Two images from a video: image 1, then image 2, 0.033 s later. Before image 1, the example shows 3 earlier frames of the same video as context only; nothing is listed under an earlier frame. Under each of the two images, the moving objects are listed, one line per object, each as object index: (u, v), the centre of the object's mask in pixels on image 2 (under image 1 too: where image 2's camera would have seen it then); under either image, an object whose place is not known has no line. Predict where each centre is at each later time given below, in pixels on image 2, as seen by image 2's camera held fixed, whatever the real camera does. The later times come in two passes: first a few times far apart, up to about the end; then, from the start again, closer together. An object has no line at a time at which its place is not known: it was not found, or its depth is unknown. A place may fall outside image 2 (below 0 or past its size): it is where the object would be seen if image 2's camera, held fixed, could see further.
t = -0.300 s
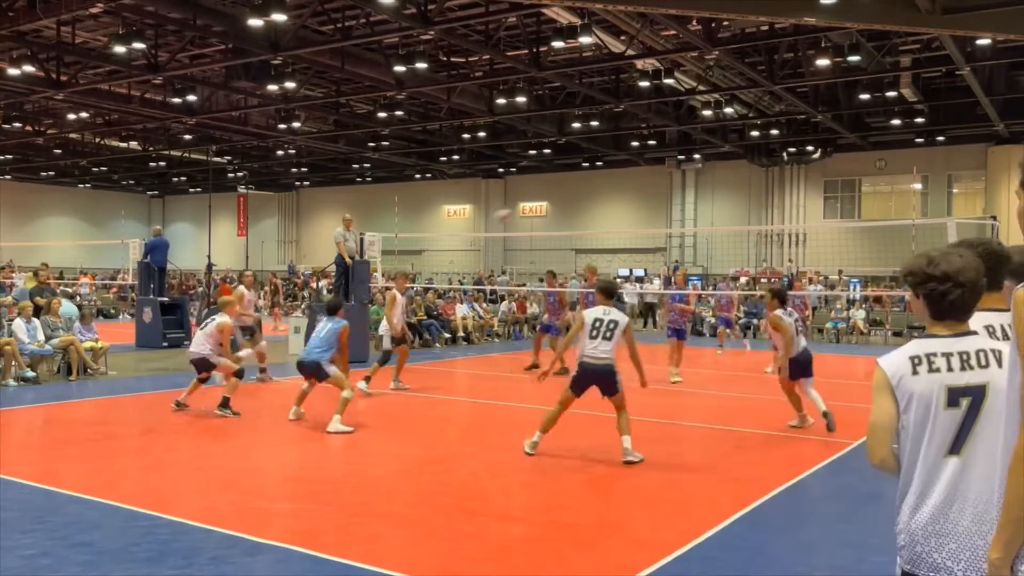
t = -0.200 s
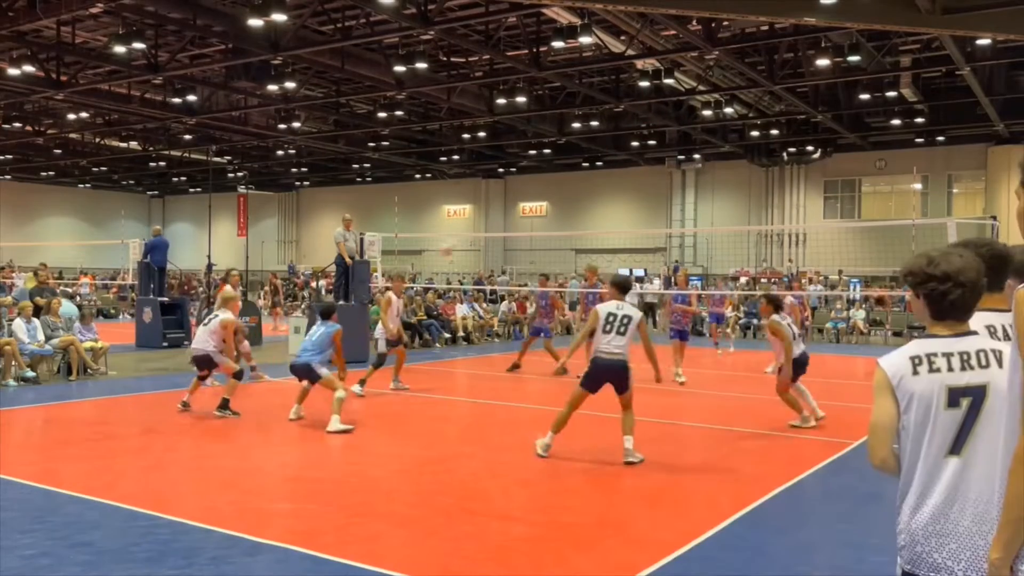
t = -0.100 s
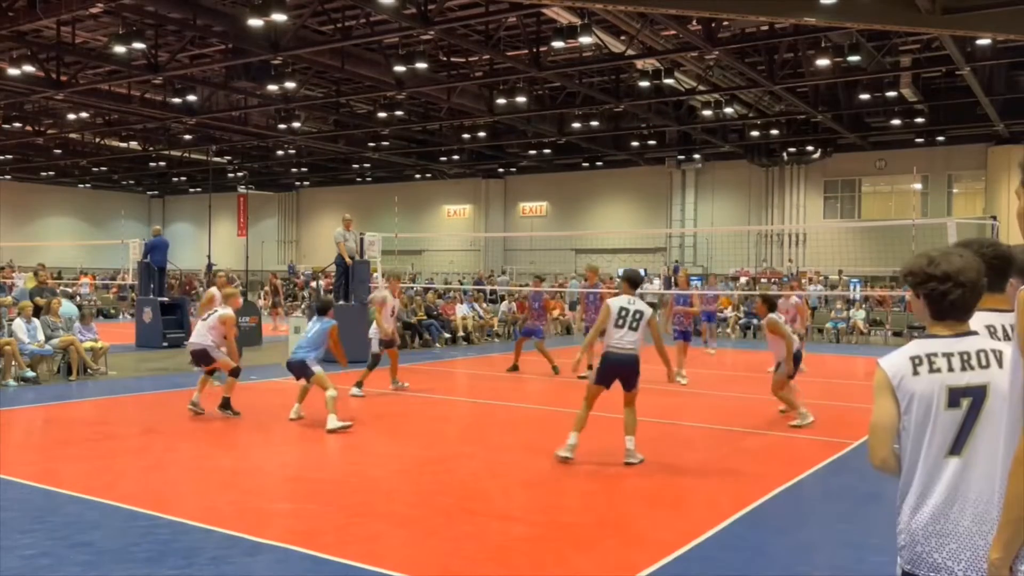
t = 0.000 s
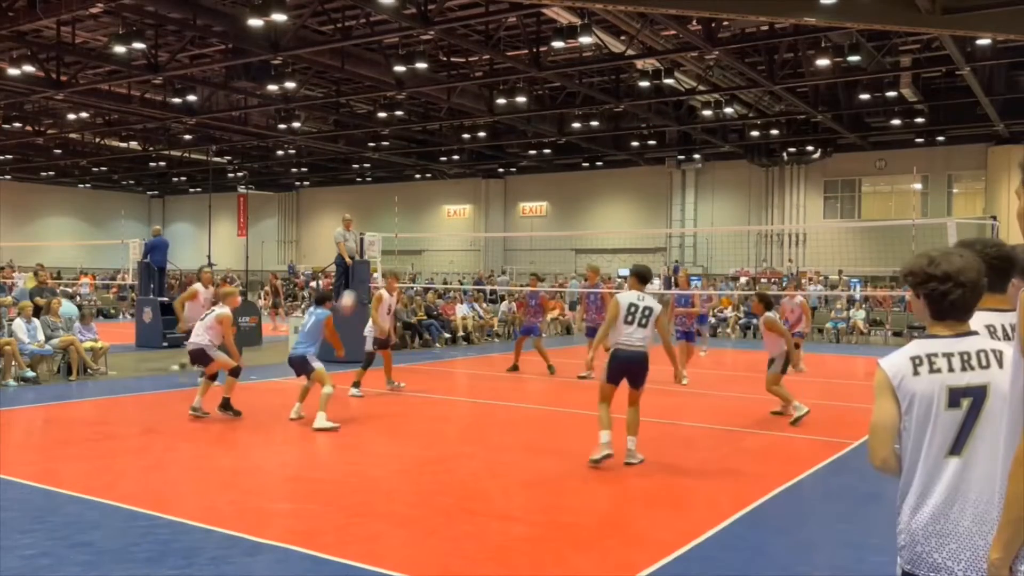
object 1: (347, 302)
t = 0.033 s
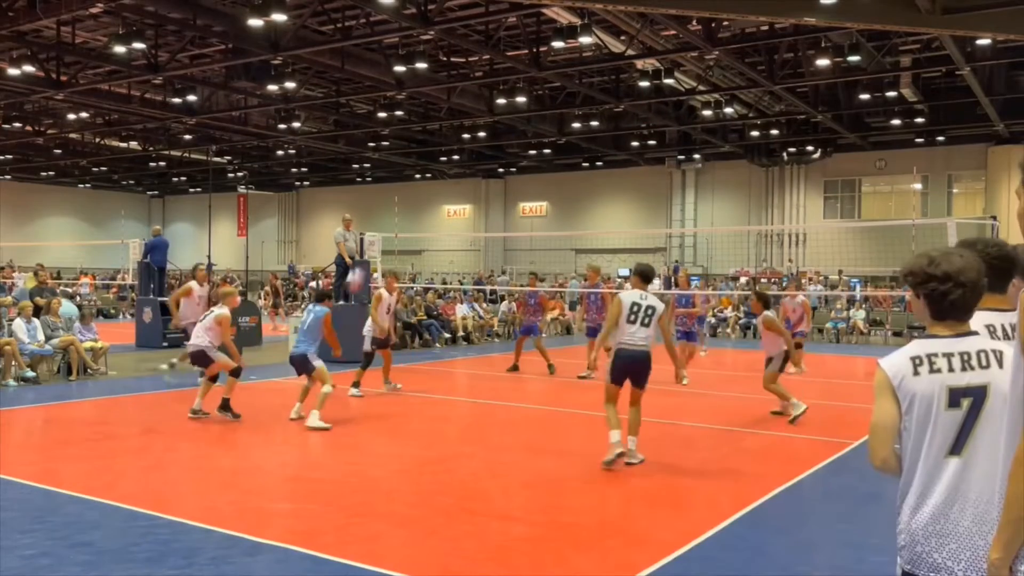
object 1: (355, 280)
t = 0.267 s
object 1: (408, 154)
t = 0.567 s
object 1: (466, 65)
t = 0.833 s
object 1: (511, 46)
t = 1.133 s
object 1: (558, 86)
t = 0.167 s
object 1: (386, 199)
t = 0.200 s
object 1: (393, 183)
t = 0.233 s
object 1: (401, 168)
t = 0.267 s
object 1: (408, 154)
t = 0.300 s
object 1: (415, 139)
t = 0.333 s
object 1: (421, 127)
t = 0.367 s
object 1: (428, 115)
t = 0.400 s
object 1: (435, 105)
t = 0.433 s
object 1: (442, 95)
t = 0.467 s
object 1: (448, 86)
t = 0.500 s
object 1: (454, 78)
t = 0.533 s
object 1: (460, 71)
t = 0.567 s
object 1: (466, 65)
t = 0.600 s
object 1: (472, 59)
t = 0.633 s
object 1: (478, 54)
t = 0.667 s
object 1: (484, 51)
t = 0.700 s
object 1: (489, 49)
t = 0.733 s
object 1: (495, 46)
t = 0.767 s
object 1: (501, 45)
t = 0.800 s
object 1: (506, 45)
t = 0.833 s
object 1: (511, 46)
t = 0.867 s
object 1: (517, 47)
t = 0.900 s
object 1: (522, 49)
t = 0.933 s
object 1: (527, 52)
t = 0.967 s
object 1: (533, 56)
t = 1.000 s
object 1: (537, 61)
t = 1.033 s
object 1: (543, 67)
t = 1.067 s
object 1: (548, 72)
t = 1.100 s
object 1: (553, 79)
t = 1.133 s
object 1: (558, 86)
